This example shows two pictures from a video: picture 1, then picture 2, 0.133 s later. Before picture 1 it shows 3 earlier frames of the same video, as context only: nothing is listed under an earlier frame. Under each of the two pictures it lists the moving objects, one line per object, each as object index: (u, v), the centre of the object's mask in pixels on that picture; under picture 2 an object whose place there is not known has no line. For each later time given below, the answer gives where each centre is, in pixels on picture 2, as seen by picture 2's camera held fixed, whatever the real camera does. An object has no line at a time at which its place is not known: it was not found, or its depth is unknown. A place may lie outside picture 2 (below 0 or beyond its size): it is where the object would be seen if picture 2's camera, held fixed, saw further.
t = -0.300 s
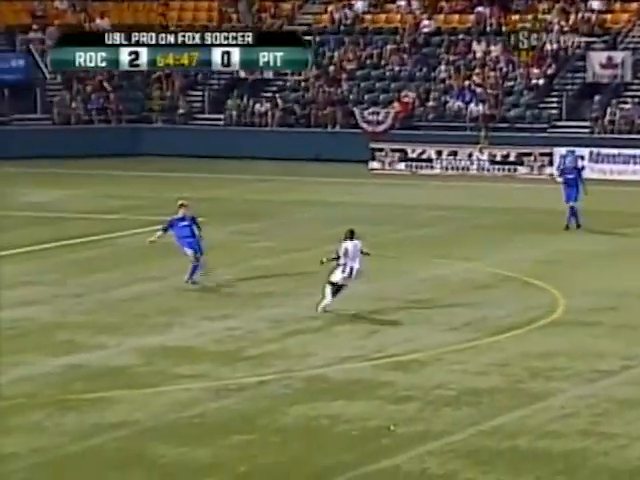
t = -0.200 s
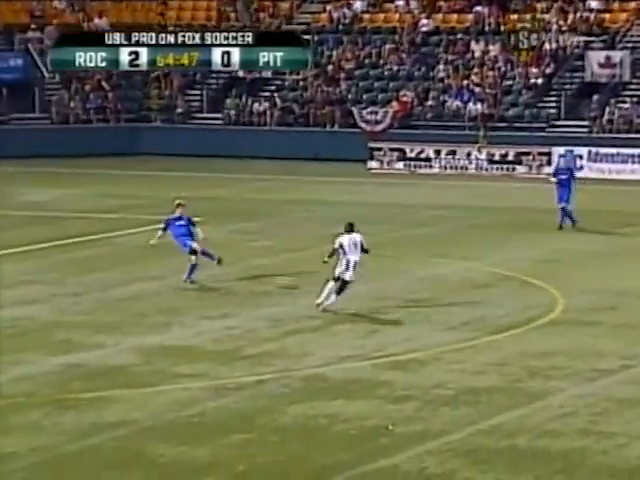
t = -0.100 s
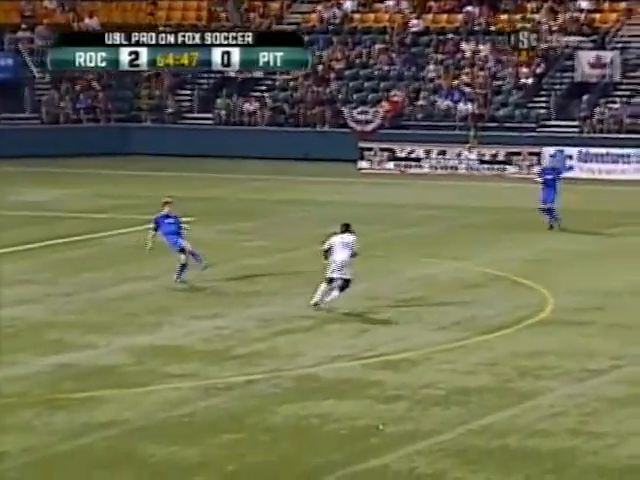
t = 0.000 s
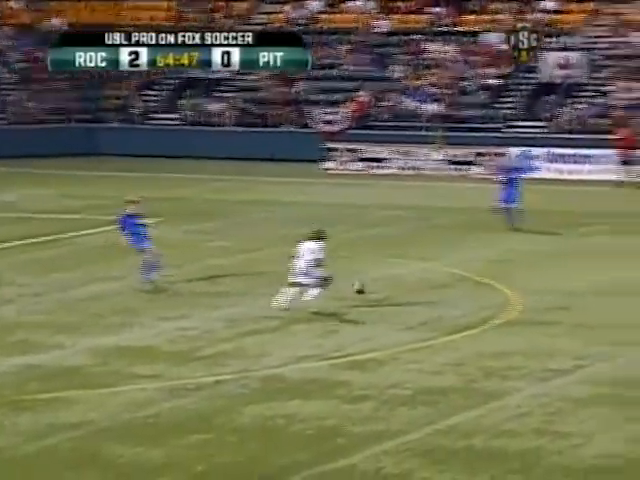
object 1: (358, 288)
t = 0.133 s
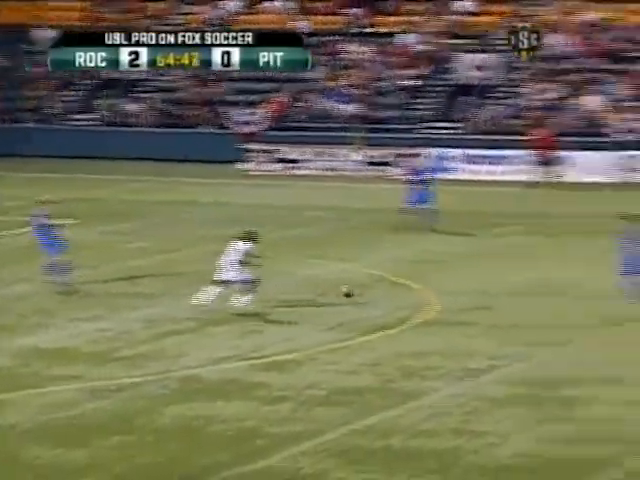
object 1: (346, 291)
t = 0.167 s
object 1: (362, 291)
